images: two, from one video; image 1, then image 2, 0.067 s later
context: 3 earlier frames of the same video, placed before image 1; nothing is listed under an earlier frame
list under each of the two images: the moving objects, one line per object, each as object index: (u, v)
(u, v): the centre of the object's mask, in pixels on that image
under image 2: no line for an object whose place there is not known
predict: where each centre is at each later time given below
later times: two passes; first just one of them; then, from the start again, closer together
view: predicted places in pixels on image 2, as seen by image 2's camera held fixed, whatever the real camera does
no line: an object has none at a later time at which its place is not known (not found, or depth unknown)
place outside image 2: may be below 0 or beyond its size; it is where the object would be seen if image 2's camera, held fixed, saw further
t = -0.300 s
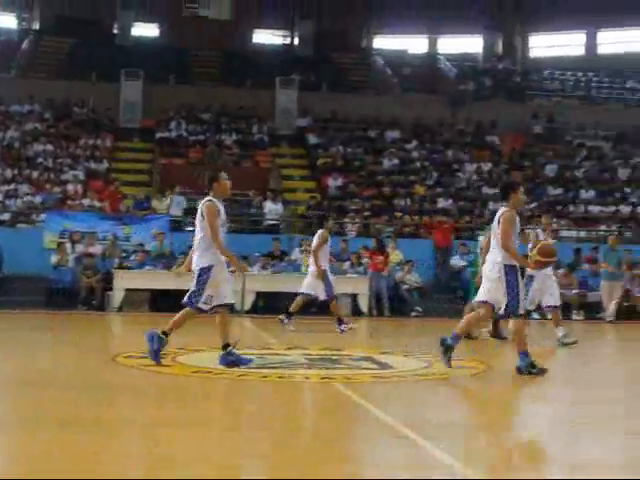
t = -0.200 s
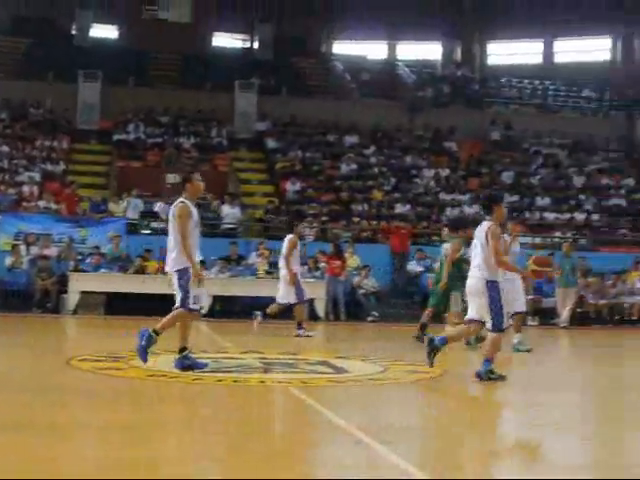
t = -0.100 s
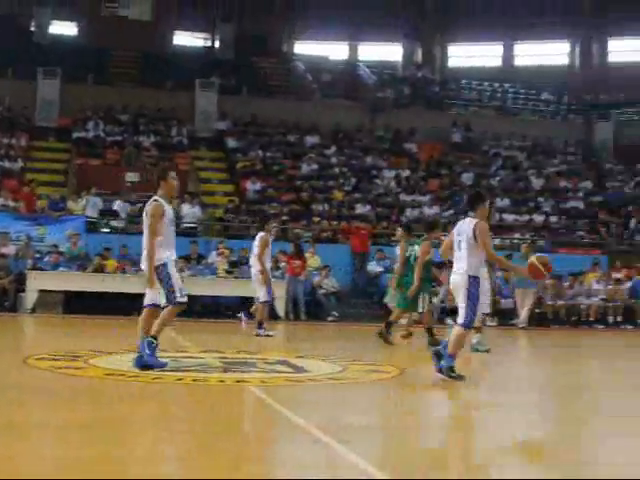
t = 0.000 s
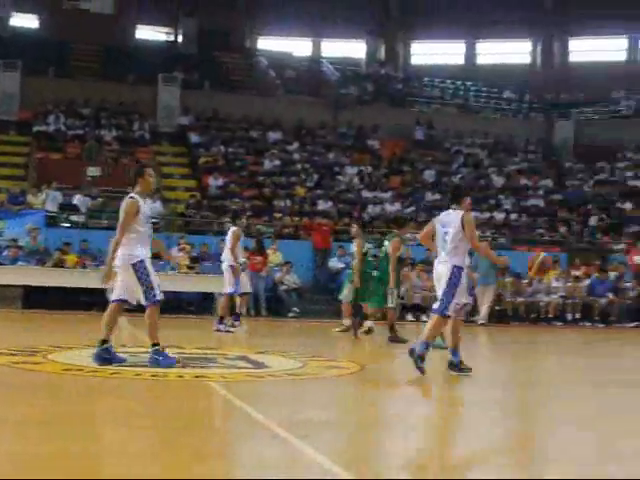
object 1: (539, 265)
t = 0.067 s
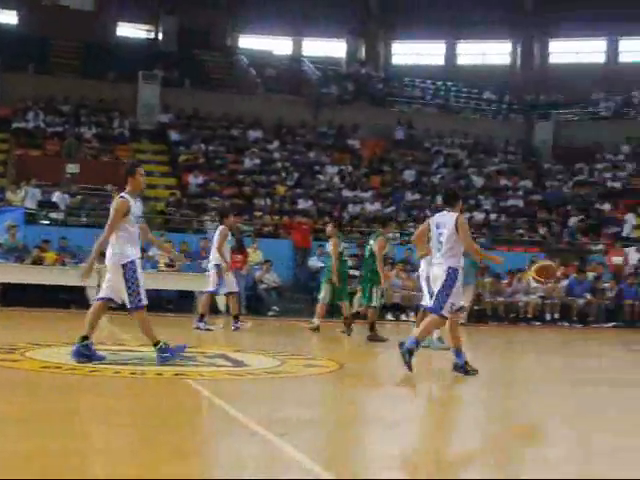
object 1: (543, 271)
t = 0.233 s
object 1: (602, 312)
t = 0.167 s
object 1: (578, 292)
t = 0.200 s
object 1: (592, 301)
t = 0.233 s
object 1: (602, 312)
